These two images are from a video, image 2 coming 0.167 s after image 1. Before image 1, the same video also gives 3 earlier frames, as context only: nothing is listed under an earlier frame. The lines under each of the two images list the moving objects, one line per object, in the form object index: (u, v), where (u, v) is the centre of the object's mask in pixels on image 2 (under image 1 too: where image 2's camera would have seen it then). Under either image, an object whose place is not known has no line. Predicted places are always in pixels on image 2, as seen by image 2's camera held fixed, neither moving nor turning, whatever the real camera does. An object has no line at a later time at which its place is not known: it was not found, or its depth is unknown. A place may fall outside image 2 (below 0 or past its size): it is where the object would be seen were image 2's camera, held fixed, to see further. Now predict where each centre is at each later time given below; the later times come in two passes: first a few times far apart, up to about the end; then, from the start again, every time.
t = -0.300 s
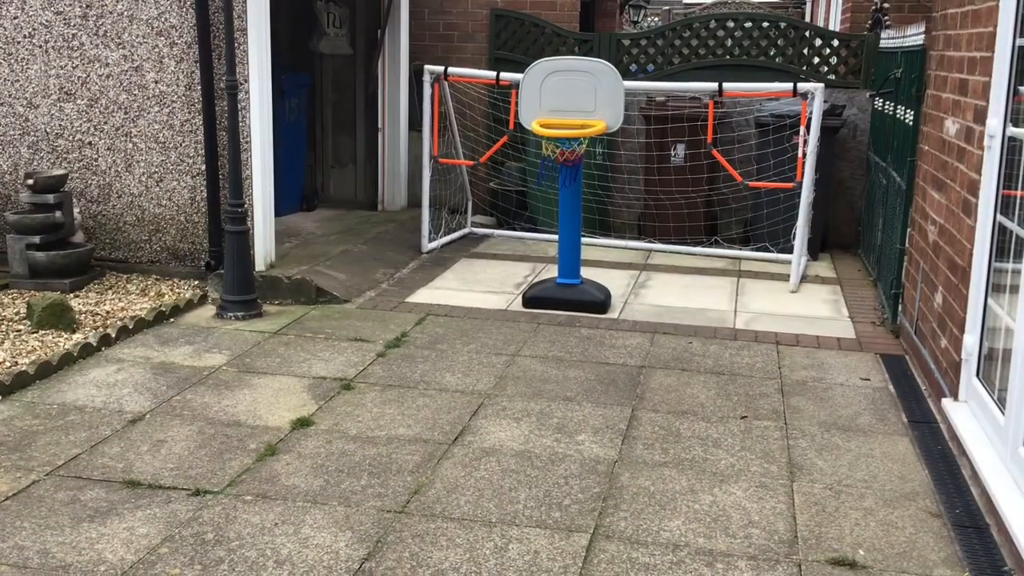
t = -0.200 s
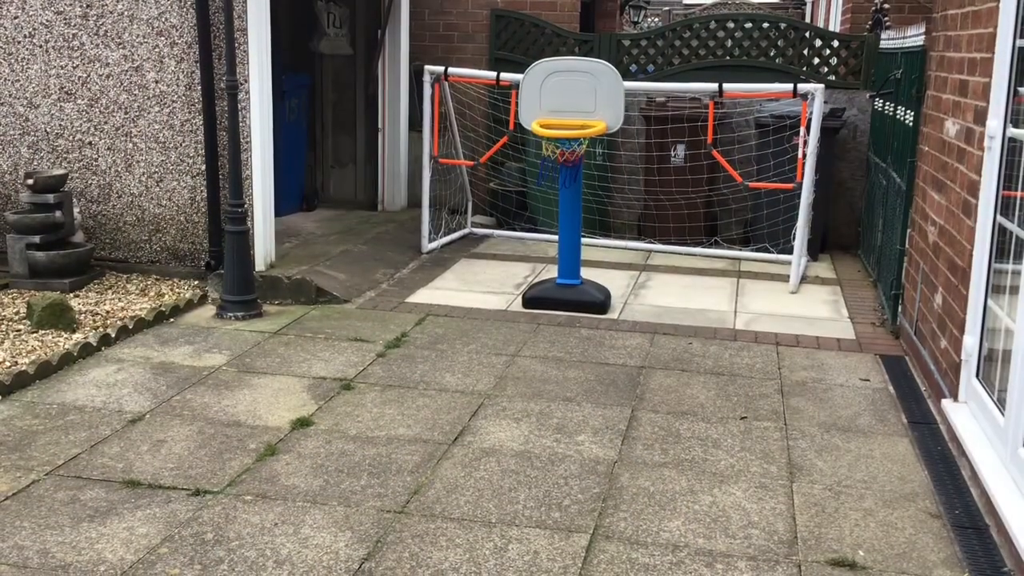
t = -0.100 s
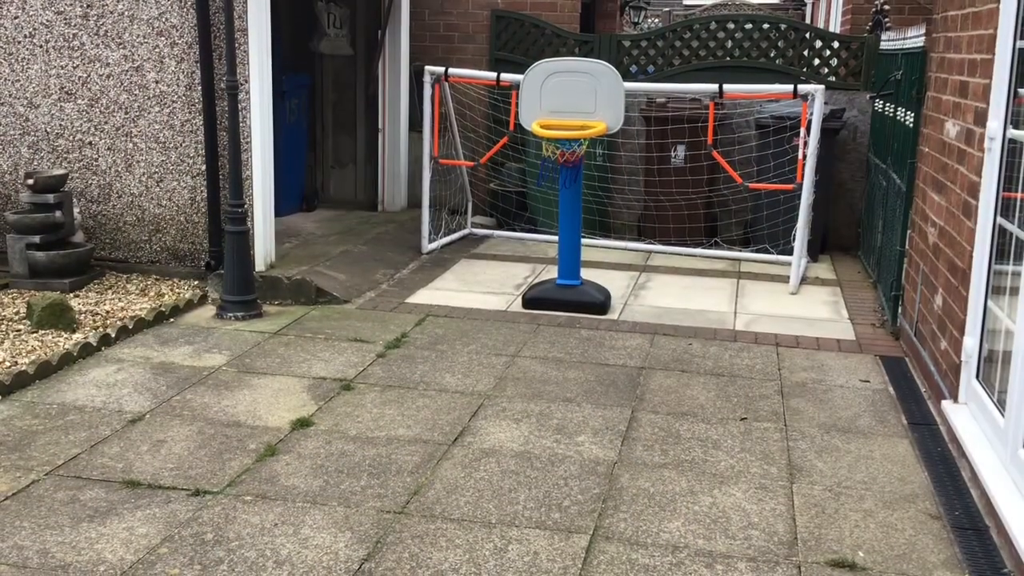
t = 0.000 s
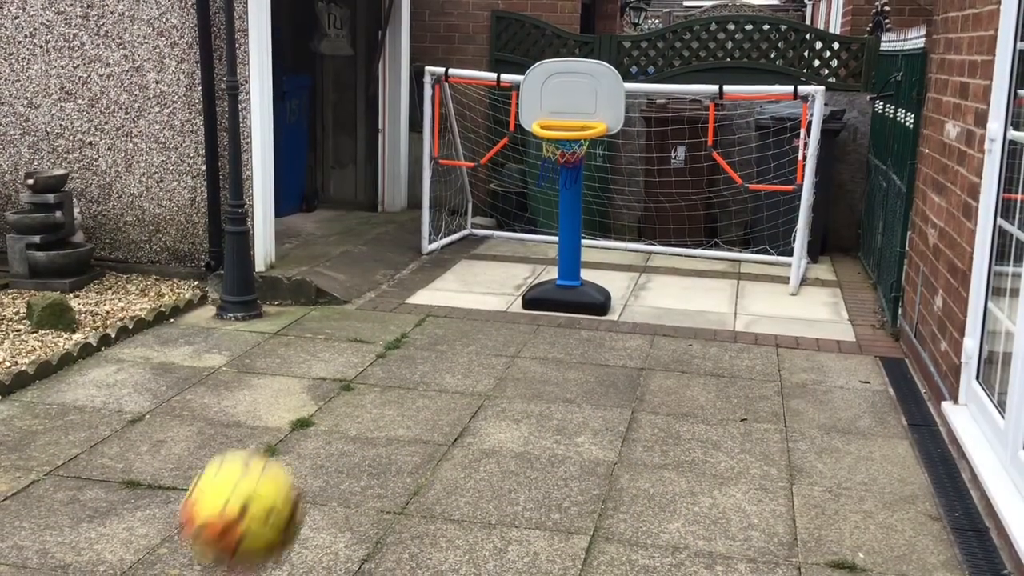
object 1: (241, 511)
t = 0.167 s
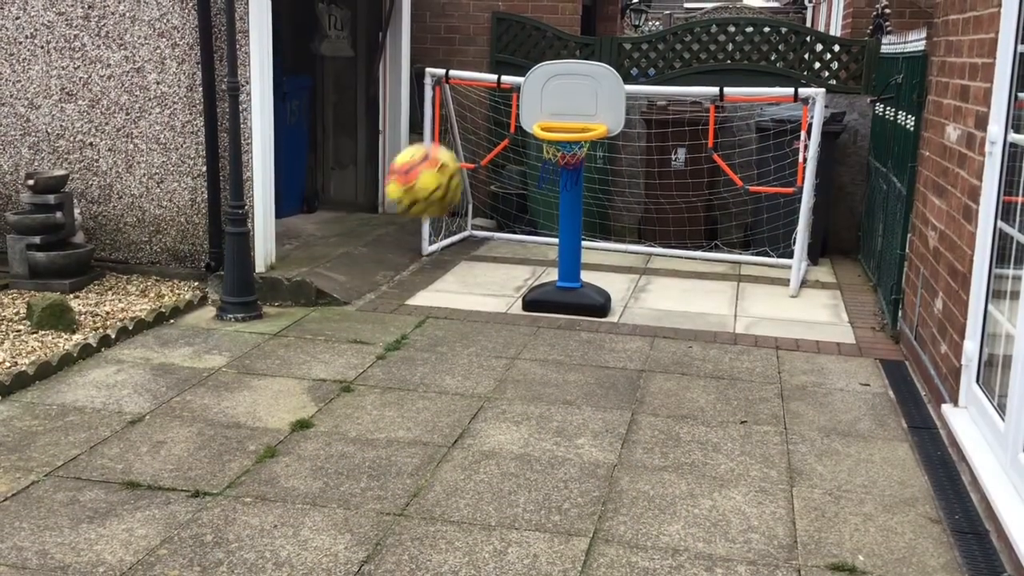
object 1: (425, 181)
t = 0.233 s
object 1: (465, 123)
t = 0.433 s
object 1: (537, 66)
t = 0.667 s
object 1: (556, 103)
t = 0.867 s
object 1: (562, 114)
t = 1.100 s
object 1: (561, 173)
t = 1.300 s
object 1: (550, 285)
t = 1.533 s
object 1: (547, 251)
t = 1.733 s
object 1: (541, 262)
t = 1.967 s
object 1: (533, 296)
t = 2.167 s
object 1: (526, 298)
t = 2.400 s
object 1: (515, 305)
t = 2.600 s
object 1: (504, 314)
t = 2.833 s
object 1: (491, 320)
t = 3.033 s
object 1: (481, 321)
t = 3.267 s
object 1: (470, 320)
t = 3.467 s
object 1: (462, 320)
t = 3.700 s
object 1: (455, 320)
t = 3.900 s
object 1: (451, 319)
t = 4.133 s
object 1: (451, 319)
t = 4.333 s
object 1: (452, 319)
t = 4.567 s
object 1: (454, 320)
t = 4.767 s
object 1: (458, 320)
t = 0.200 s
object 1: (446, 149)
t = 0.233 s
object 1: (465, 123)
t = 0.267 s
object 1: (482, 105)
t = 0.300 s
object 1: (496, 90)
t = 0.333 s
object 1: (508, 79)
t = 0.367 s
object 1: (519, 71)
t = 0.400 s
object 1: (529, 67)
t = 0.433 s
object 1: (537, 66)
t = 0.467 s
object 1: (545, 66)
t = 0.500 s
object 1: (552, 68)
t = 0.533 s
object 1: (556, 73)
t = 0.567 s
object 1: (555, 80)
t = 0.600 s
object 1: (554, 90)
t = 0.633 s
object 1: (553, 101)
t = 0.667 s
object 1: (556, 103)
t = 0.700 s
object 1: (558, 101)
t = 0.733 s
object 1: (560, 102)
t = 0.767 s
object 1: (562, 106)
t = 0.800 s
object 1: (564, 109)
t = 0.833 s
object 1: (563, 111)
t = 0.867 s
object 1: (562, 114)
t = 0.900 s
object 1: (561, 119)
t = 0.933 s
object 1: (562, 123)
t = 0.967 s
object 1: (562, 128)
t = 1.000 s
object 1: (563, 143)
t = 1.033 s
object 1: (561, 153)
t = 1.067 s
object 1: (561, 165)
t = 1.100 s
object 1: (561, 173)
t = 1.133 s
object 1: (559, 188)
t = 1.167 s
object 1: (558, 203)
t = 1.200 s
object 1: (556, 220)
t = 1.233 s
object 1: (555, 239)
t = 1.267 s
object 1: (553, 261)
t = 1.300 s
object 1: (550, 285)
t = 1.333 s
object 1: (550, 309)
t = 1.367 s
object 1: (549, 298)
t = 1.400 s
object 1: (549, 284)
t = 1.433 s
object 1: (549, 272)
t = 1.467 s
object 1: (548, 264)
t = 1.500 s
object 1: (547, 257)
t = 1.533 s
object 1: (547, 251)
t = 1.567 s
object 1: (546, 248)
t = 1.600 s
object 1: (546, 247)
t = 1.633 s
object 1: (545, 248)
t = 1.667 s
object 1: (544, 251)
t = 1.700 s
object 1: (542, 255)
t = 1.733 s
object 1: (541, 262)
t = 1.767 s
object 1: (540, 272)
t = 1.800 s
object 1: (538, 284)
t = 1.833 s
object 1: (537, 297)
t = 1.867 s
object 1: (535, 312)
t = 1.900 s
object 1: (534, 312)
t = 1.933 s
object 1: (534, 303)
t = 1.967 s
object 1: (533, 296)
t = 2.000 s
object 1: (532, 291)
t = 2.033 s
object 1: (531, 289)
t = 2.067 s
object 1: (530, 288)
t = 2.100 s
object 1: (529, 289)
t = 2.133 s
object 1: (527, 292)
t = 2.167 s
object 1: (526, 298)
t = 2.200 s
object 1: (525, 305)
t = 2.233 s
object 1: (523, 315)
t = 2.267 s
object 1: (521, 317)
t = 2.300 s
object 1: (520, 311)
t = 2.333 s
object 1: (518, 307)
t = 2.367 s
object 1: (517, 305)
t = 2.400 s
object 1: (515, 305)
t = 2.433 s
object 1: (513, 308)
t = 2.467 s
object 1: (511, 312)
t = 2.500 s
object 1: (509, 318)
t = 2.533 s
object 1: (507, 318)
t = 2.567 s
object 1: (506, 315)
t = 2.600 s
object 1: (504, 314)
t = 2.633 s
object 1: (502, 315)
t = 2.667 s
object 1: (500, 317)
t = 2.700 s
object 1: (499, 320)
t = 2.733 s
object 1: (497, 318)
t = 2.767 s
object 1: (495, 318)
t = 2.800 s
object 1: (493, 319)
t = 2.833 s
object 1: (491, 320)
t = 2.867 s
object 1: (489, 319)
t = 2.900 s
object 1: (487, 321)
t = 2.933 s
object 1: (486, 320)
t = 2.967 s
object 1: (485, 320)
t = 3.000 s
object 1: (483, 321)
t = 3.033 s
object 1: (481, 321)
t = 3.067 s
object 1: (479, 321)
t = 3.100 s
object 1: (477, 321)
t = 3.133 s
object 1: (476, 321)
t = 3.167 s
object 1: (474, 320)
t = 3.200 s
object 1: (473, 320)
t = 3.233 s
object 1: (471, 320)
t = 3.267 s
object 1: (470, 320)
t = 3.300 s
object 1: (469, 320)
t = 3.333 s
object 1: (467, 320)
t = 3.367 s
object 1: (466, 320)
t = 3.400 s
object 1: (465, 320)
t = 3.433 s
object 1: (464, 320)
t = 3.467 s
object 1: (462, 320)
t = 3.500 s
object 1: (461, 320)
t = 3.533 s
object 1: (460, 320)
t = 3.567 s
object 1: (459, 320)
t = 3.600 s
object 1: (458, 320)
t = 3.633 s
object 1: (457, 320)
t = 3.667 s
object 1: (456, 320)
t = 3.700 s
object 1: (455, 320)
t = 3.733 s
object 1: (454, 320)
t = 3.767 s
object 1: (454, 320)
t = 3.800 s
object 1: (453, 320)
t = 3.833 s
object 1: (453, 320)
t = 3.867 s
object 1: (452, 319)
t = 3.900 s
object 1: (451, 319)
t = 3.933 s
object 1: (451, 319)
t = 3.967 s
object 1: (451, 319)
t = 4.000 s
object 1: (451, 319)
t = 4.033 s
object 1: (451, 319)
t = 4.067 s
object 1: (451, 319)
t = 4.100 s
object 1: (451, 319)
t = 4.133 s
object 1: (451, 319)
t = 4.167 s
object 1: (451, 319)
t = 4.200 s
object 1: (451, 319)
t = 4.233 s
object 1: (451, 319)
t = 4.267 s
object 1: (451, 319)
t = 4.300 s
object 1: (451, 319)
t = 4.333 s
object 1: (452, 319)
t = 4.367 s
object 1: (452, 319)
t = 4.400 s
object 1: (453, 319)
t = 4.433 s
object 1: (453, 319)
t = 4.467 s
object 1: (453, 320)
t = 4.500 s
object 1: (454, 320)
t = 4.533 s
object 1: (454, 320)
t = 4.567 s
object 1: (454, 320)
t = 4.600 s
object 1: (455, 320)
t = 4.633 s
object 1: (455, 320)
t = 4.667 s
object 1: (456, 320)
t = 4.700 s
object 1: (457, 320)
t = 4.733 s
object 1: (457, 320)
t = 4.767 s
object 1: (458, 320)
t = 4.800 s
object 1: (458, 320)
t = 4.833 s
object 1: (459, 320)
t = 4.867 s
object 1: (459, 321)
